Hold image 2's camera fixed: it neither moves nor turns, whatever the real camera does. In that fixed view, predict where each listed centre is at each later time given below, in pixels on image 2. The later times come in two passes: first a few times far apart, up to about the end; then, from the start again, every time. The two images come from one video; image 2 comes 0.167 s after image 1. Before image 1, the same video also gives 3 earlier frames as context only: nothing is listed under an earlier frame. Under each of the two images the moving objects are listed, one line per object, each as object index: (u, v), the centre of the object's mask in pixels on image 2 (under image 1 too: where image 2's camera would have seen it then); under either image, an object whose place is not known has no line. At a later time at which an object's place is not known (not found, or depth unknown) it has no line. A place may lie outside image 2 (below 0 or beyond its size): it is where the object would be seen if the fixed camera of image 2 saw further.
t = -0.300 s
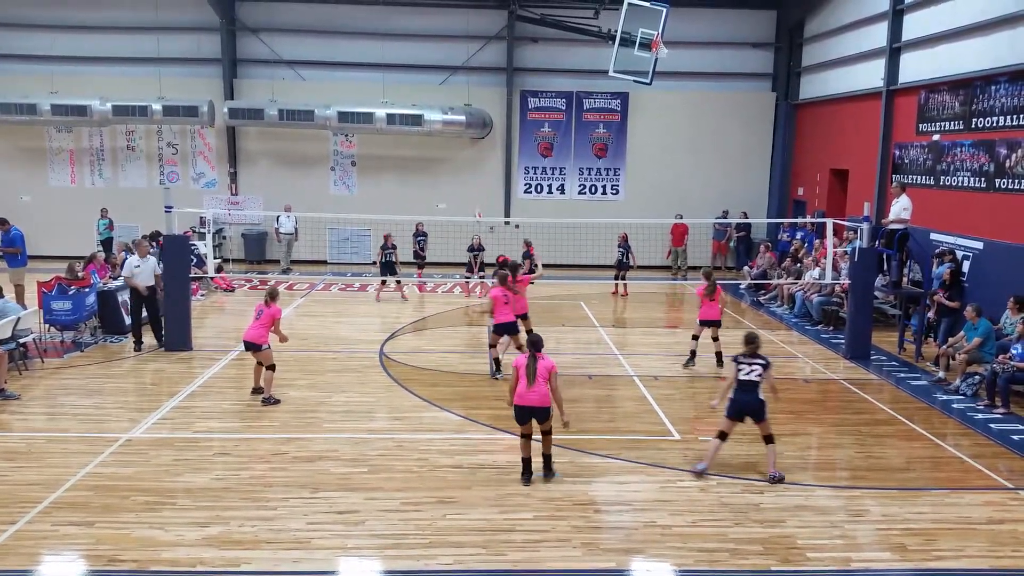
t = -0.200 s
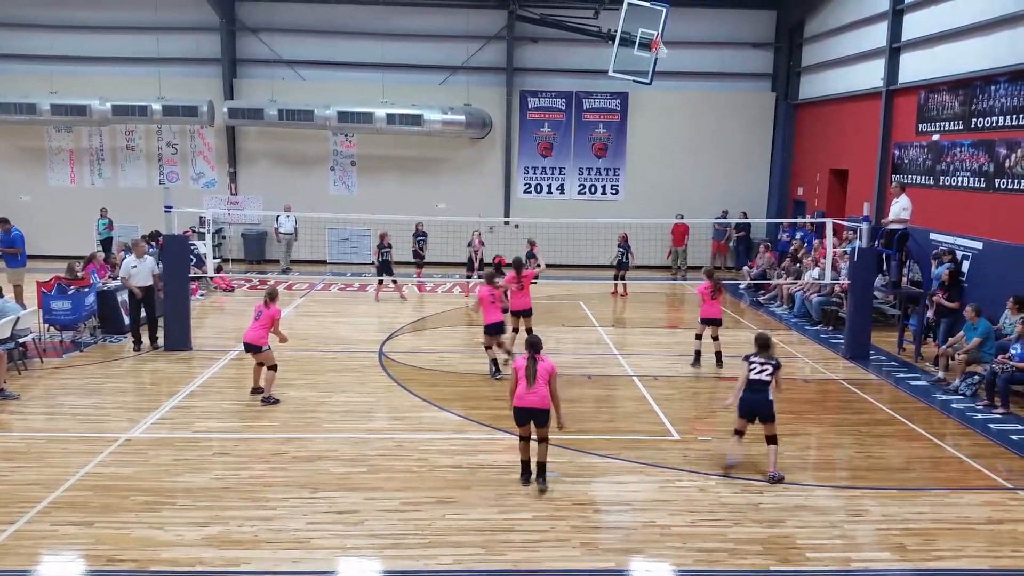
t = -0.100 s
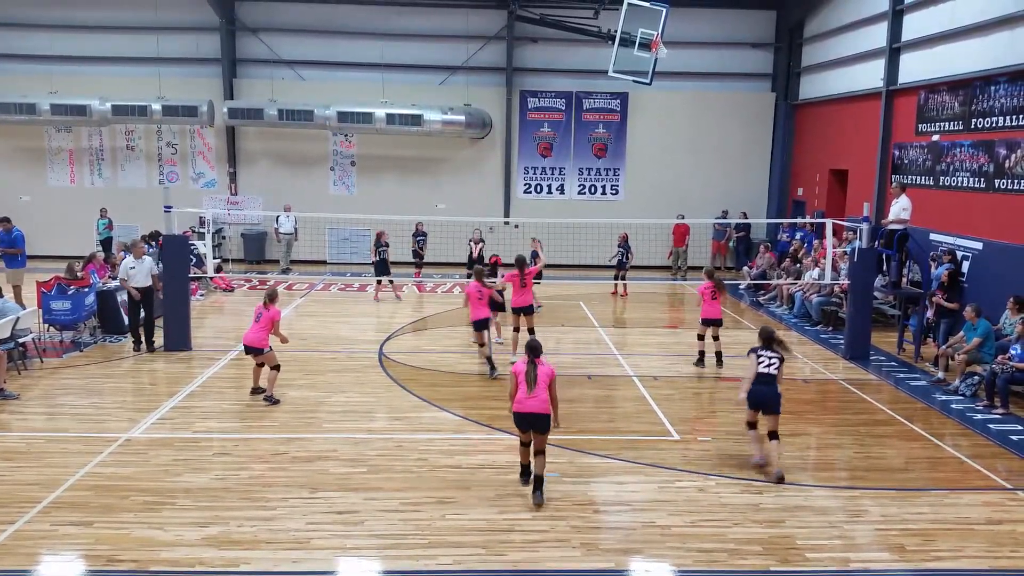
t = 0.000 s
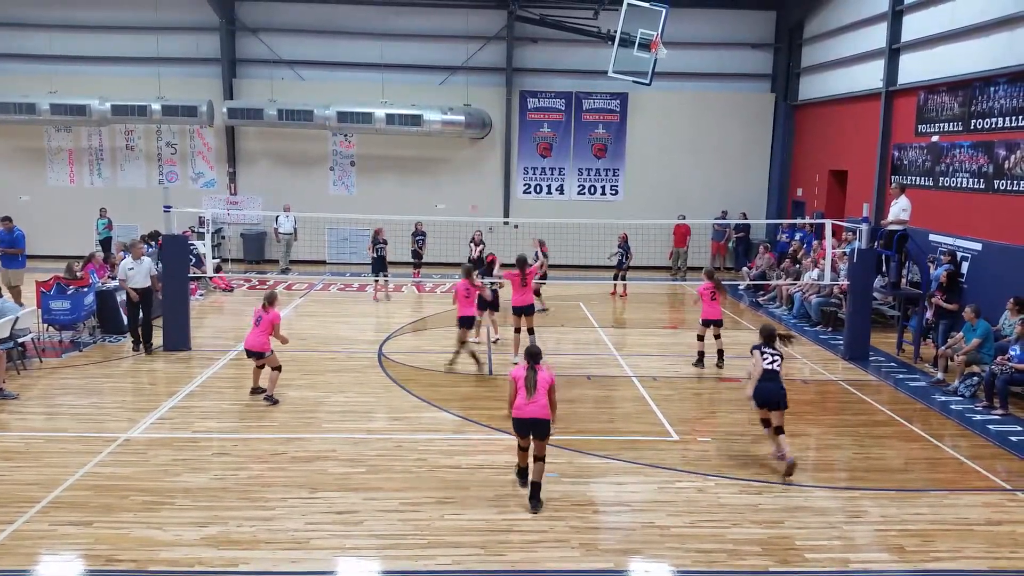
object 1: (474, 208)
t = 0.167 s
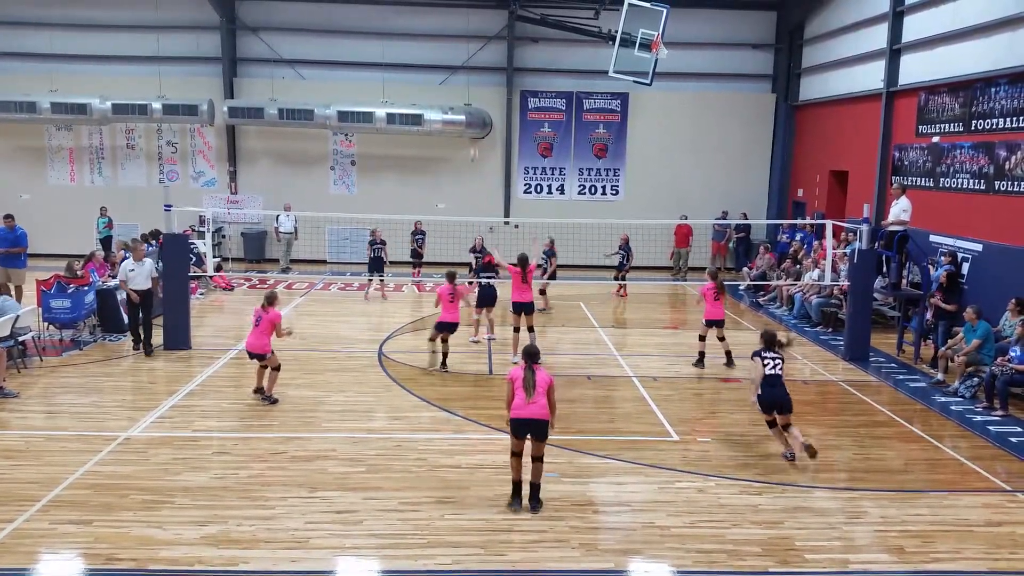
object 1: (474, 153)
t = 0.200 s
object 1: (474, 146)
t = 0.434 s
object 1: (477, 97)
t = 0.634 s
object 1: (478, 74)
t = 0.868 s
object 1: (480, 82)
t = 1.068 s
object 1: (483, 128)
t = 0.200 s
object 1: (474, 146)
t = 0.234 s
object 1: (474, 137)
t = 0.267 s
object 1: (474, 129)
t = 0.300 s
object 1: (474, 123)
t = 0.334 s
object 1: (476, 113)
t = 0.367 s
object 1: (476, 109)
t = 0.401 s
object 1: (476, 103)
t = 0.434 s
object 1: (477, 97)
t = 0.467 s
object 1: (477, 92)
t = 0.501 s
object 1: (477, 87)
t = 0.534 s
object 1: (477, 82)
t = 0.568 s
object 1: (477, 80)
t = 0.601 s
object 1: (477, 76)
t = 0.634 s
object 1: (478, 74)
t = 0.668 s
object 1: (478, 73)
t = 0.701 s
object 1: (479, 72)
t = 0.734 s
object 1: (479, 73)
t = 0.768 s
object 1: (479, 73)
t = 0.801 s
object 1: (480, 75)
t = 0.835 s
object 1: (480, 77)
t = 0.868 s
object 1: (480, 82)
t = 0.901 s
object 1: (480, 86)
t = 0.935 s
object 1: (481, 93)
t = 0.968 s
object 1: (482, 99)
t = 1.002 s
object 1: (480, 107)
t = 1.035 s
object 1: (483, 120)
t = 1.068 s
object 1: (483, 128)
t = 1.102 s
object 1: (484, 142)
